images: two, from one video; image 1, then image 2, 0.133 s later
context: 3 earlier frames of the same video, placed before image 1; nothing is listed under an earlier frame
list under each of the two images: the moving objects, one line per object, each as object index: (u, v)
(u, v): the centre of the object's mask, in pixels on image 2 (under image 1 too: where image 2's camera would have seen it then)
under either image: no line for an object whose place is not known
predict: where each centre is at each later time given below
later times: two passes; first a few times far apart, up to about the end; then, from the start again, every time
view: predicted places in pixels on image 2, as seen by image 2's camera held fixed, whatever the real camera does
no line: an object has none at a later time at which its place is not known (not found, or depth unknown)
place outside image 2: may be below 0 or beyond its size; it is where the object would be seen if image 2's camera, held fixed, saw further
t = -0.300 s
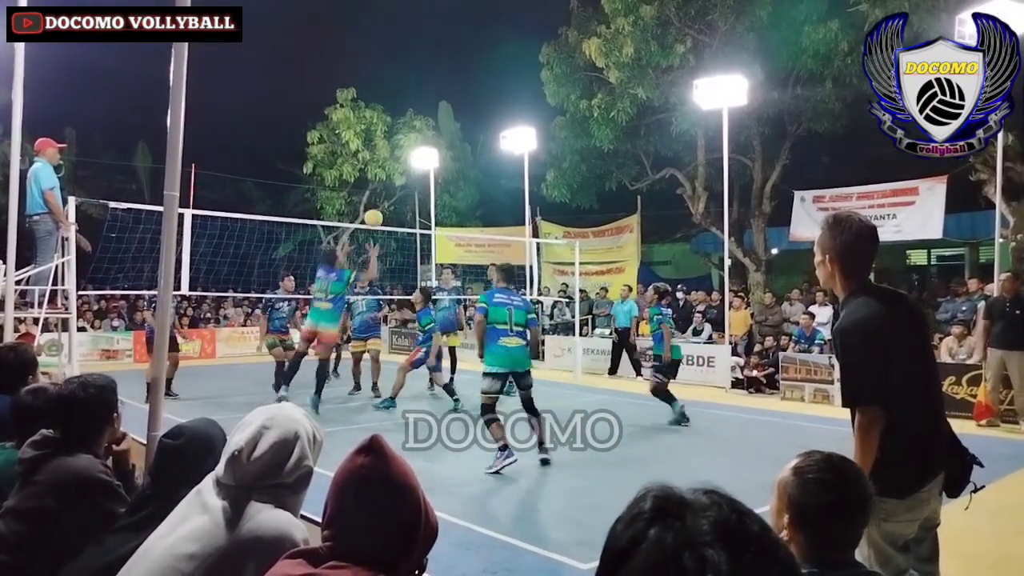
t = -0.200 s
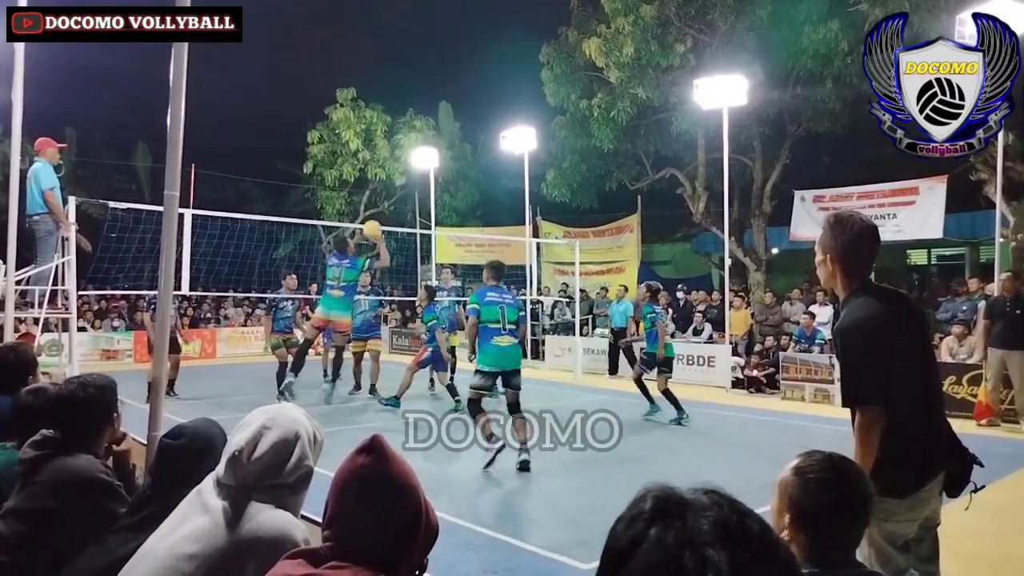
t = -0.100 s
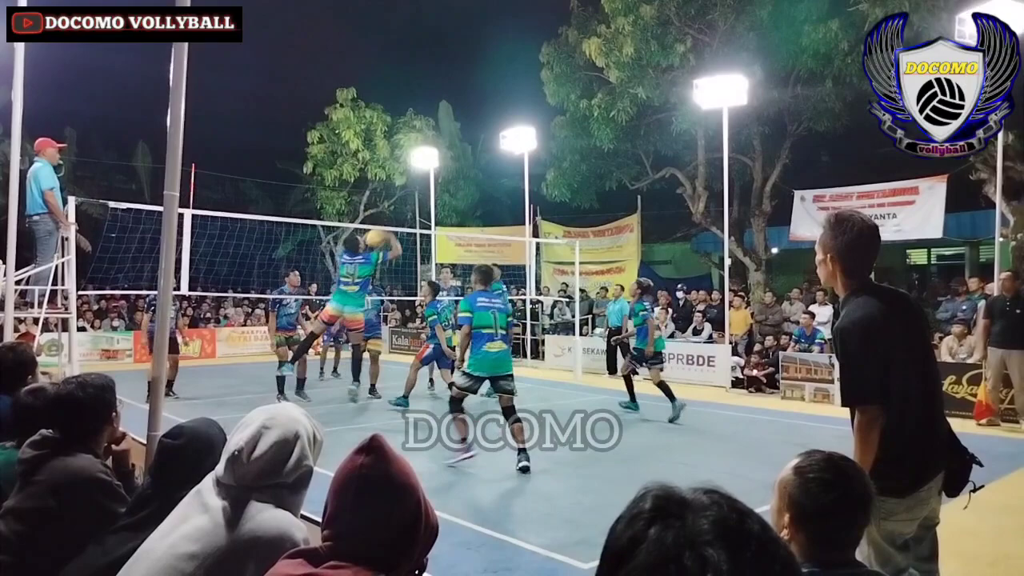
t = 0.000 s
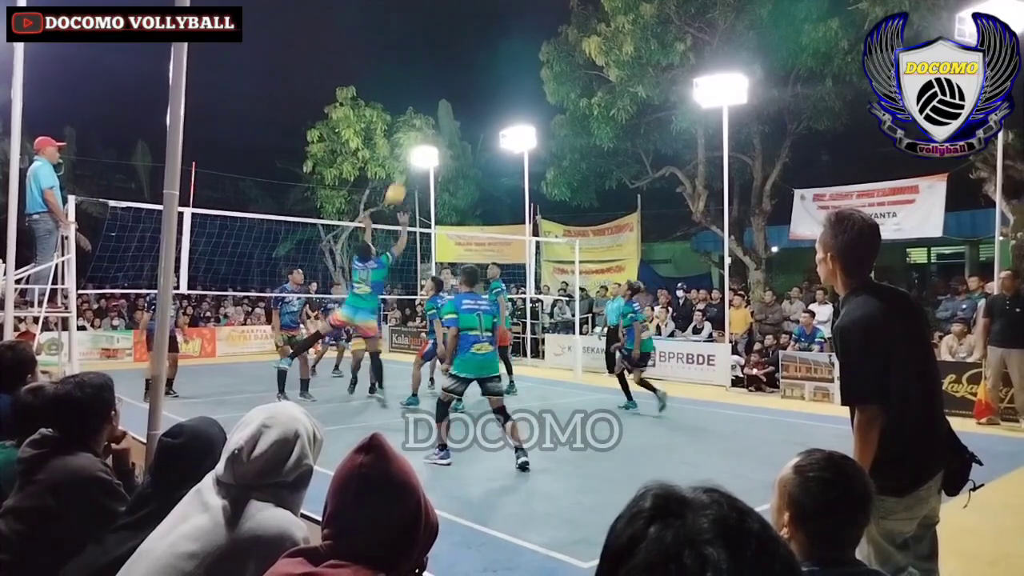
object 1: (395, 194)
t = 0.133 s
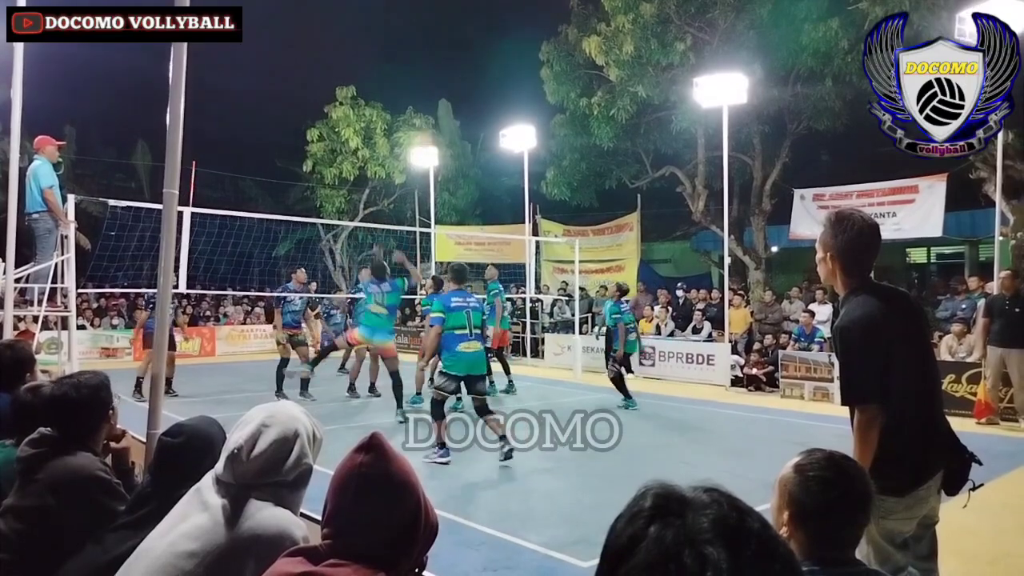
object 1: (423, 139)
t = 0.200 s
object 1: (434, 124)
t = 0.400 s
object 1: (467, 92)
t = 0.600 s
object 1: (496, 93)
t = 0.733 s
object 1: (513, 109)
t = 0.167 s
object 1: (428, 132)
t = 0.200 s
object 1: (434, 124)
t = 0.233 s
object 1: (440, 116)
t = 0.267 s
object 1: (445, 109)
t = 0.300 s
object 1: (451, 104)
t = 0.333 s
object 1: (457, 99)
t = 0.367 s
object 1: (462, 95)
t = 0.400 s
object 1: (467, 92)
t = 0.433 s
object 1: (472, 90)
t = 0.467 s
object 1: (477, 89)
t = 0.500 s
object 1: (482, 88)
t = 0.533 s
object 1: (486, 89)
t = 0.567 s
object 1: (491, 91)
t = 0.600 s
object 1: (496, 93)
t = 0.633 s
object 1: (500, 95)
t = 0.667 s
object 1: (504, 99)
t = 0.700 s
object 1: (509, 104)
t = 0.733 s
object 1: (513, 109)
